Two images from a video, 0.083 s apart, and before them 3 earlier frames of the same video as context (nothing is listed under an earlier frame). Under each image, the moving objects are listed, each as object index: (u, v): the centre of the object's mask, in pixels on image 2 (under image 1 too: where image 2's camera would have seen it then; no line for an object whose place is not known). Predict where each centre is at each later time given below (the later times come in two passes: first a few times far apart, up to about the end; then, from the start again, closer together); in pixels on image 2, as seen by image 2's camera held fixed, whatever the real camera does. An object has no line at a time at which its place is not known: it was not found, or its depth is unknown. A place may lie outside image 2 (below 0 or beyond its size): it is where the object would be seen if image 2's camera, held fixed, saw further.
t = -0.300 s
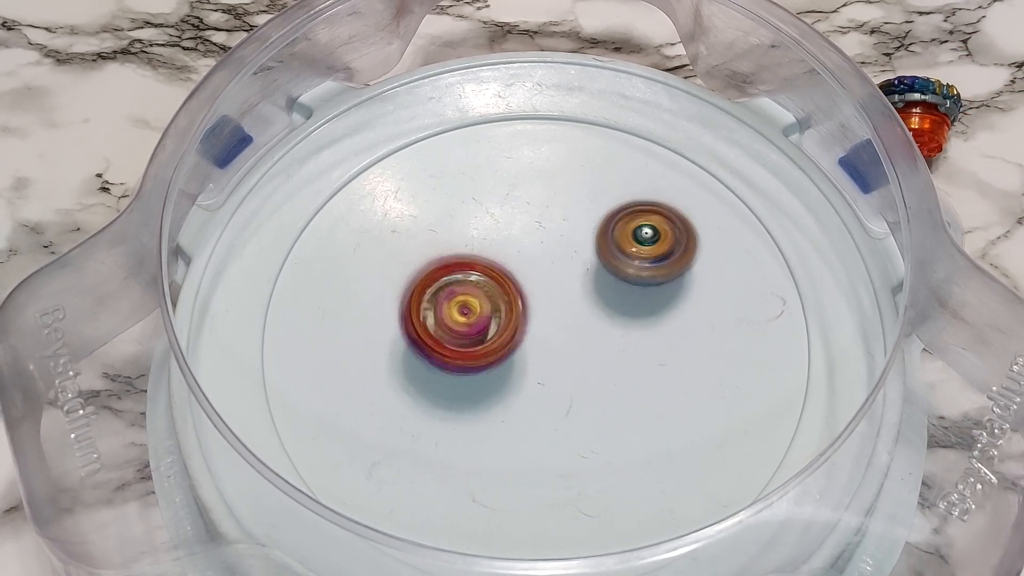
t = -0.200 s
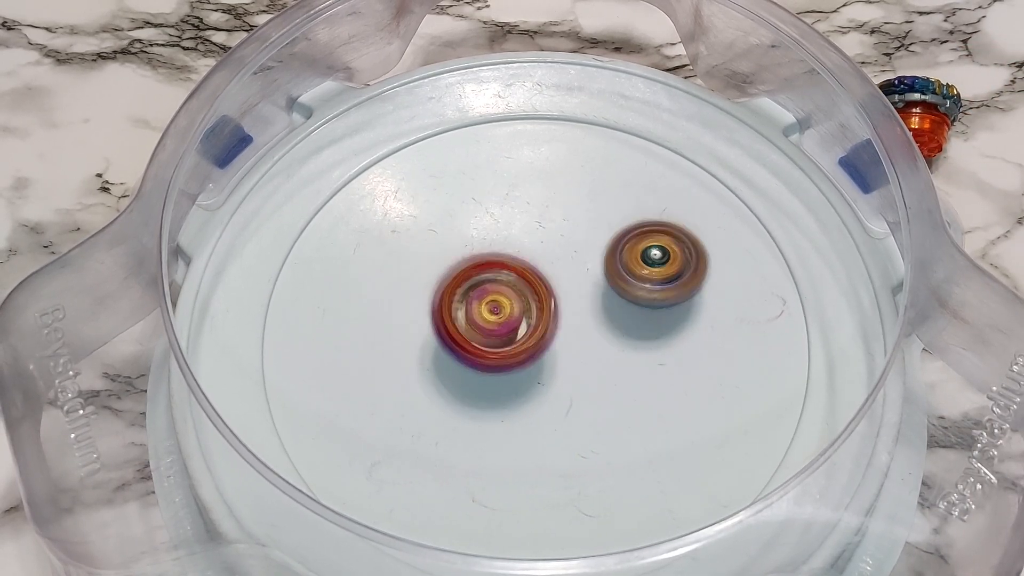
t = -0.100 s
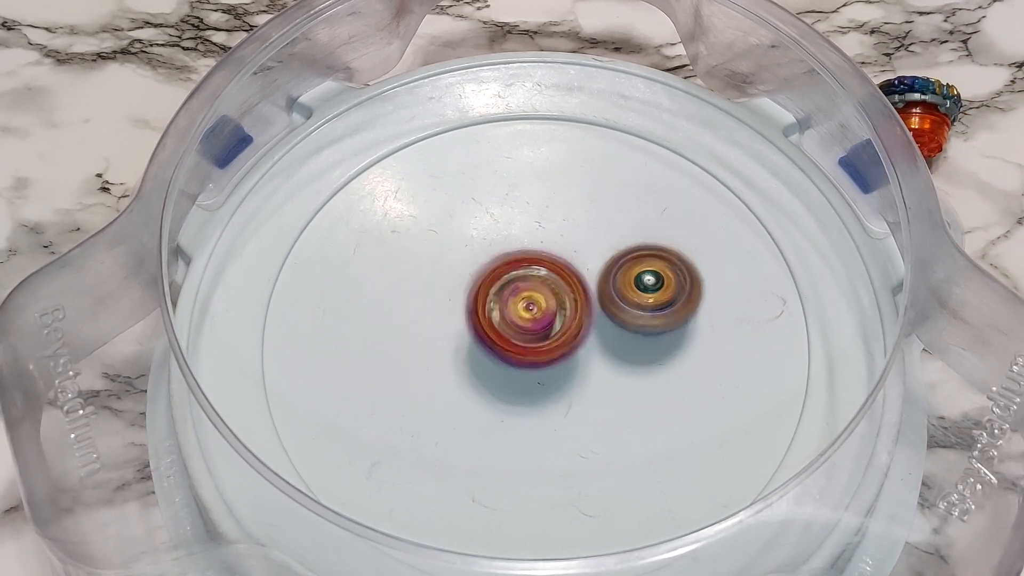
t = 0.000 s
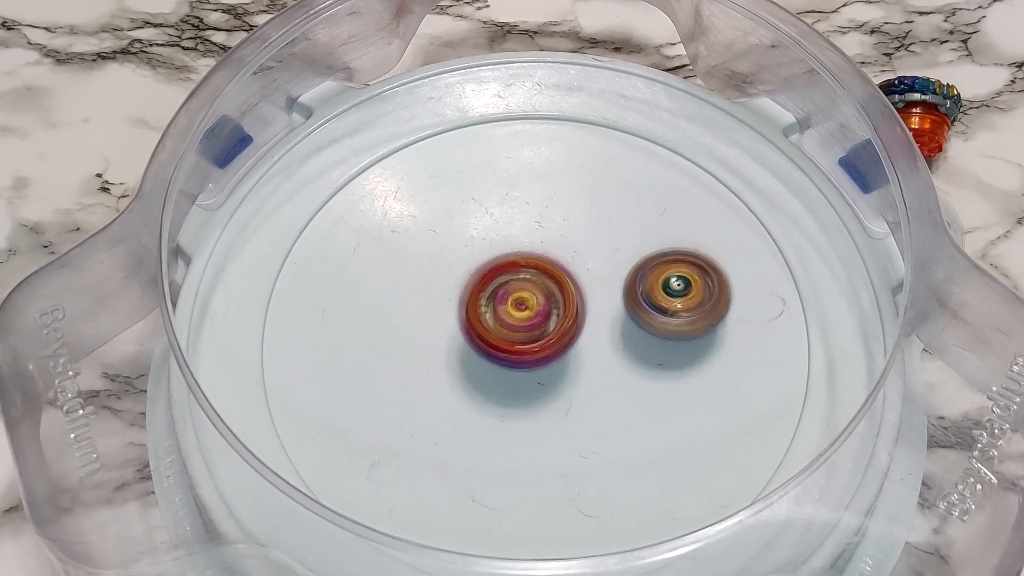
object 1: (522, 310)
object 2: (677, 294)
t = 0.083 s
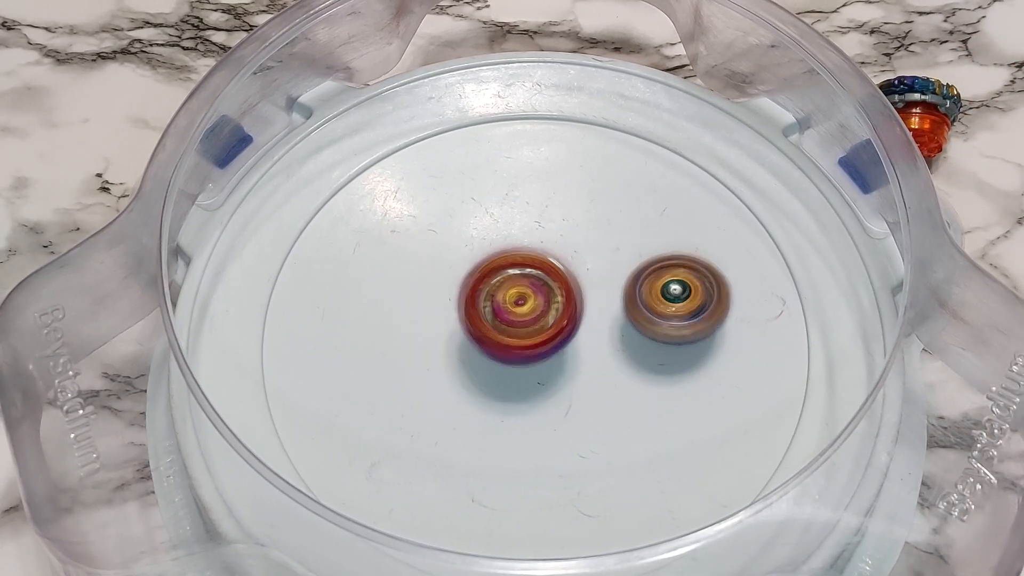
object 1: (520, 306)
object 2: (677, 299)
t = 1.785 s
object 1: (547, 258)
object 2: (587, 388)
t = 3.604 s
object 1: (563, 255)
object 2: (453, 337)
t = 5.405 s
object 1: (529, 325)
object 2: (469, 246)
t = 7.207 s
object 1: (536, 323)
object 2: (573, 235)
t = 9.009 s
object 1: (508, 308)
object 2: (628, 343)
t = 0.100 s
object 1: (520, 305)
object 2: (674, 299)
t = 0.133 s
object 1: (521, 304)
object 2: (670, 302)
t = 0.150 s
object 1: (523, 305)
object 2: (668, 303)
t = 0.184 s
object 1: (524, 305)
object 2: (662, 306)
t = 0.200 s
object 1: (525, 304)
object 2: (659, 306)
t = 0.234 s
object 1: (527, 304)
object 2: (651, 309)
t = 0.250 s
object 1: (527, 304)
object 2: (649, 310)
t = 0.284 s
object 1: (529, 304)
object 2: (643, 312)
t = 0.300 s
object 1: (527, 304)
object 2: (644, 316)
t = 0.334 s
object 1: (517, 302)
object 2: (649, 316)
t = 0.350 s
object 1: (514, 302)
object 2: (650, 316)
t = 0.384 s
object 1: (508, 302)
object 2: (648, 320)
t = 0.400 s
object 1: (505, 302)
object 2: (647, 321)
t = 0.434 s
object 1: (502, 302)
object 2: (641, 322)
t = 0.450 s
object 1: (502, 303)
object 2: (637, 324)
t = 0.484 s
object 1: (501, 302)
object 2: (631, 325)
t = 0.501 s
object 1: (501, 302)
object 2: (626, 326)
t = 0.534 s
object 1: (502, 302)
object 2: (618, 327)
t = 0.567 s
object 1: (491, 301)
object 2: (630, 329)
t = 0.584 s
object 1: (482, 300)
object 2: (635, 330)
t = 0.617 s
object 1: (470, 299)
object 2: (642, 331)
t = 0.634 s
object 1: (465, 299)
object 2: (641, 332)
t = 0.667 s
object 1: (457, 299)
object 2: (641, 334)
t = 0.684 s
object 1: (454, 298)
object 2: (639, 334)
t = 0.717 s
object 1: (450, 298)
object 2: (638, 336)
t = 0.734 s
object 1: (447, 299)
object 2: (636, 335)
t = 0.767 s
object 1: (446, 298)
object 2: (633, 337)
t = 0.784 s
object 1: (448, 298)
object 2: (633, 338)
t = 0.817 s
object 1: (450, 298)
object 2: (629, 338)
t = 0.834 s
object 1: (450, 297)
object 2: (628, 339)
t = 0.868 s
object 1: (454, 297)
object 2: (625, 340)
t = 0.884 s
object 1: (457, 298)
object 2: (623, 341)
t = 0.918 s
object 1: (462, 298)
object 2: (619, 342)
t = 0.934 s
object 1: (465, 297)
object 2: (617, 342)
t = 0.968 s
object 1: (471, 297)
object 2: (612, 343)
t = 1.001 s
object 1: (477, 296)
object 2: (606, 343)
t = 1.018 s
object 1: (478, 296)
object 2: (603, 344)
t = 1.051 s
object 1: (483, 294)
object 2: (599, 345)
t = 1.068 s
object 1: (486, 293)
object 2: (598, 346)
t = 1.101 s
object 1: (486, 287)
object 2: (603, 351)
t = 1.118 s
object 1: (482, 282)
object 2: (614, 355)
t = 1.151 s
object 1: (478, 273)
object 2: (629, 364)
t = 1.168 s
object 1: (476, 269)
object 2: (634, 367)
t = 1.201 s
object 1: (475, 261)
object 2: (637, 370)
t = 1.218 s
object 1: (475, 258)
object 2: (637, 372)
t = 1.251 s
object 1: (476, 252)
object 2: (636, 375)
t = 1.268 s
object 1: (476, 249)
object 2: (635, 377)
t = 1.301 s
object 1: (478, 244)
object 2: (634, 380)
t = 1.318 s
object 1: (480, 243)
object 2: (633, 380)
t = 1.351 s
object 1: (483, 239)
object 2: (631, 383)
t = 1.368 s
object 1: (484, 237)
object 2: (631, 383)
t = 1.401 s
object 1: (487, 234)
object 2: (629, 385)
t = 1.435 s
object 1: (491, 232)
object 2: (627, 387)
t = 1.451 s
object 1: (492, 232)
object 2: (627, 388)
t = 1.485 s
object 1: (496, 232)
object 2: (624, 389)
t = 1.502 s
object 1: (498, 232)
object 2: (622, 390)
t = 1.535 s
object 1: (501, 233)
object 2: (620, 391)
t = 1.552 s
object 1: (503, 234)
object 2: (618, 391)
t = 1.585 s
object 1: (508, 235)
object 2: (614, 392)
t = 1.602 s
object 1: (511, 236)
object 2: (613, 392)
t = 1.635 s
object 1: (517, 238)
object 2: (609, 392)
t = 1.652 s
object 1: (520, 241)
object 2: (607, 392)
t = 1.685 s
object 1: (526, 244)
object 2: (603, 391)
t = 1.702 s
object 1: (530, 246)
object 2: (600, 391)
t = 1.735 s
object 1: (536, 250)
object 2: (595, 390)
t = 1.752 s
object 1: (540, 253)
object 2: (593, 389)
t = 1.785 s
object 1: (547, 258)
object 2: (587, 388)
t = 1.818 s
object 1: (554, 264)
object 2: (583, 386)
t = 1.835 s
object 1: (558, 266)
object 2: (580, 385)
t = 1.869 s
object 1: (564, 271)
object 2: (575, 387)
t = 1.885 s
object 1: (568, 271)
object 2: (573, 392)
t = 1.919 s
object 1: (572, 270)
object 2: (568, 399)
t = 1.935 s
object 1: (574, 271)
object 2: (564, 401)
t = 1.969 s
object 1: (576, 272)
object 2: (559, 403)
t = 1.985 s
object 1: (576, 273)
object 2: (555, 403)
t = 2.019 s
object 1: (577, 275)
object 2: (549, 404)
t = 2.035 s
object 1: (578, 276)
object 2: (547, 404)
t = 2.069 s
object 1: (580, 278)
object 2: (541, 404)
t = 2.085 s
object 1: (580, 279)
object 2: (538, 405)
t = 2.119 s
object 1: (581, 282)
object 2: (533, 405)
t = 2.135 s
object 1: (581, 284)
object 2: (529, 405)
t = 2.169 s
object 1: (582, 287)
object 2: (524, 406)
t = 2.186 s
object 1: (581, 289)
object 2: (522, 405)
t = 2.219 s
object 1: (580, 294)
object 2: (517, 405)
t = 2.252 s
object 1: (579, 298)
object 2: (512, 405)
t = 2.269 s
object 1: (579, 300)
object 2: (510, 405)
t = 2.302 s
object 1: (577, 305)
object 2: (505, 403)
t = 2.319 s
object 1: (576, 307)
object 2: (503, 404)
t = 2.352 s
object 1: (574, 311)
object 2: (499, 403)
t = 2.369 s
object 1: (572, 313)
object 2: (497, 403)
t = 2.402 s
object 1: (574, 312)
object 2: (482, 409)
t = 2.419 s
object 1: (576, 310)
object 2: (479, 409)
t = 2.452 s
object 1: (577, 311)
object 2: (469, 410)
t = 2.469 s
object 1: (576, 311)
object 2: (467, 410)
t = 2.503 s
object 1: (573, 312)
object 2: (462, 409)
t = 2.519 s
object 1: (572, 313)
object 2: (459, 408)
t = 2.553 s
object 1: (568, 315)
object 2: (455, 406)
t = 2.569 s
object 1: (565, 315)
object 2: (453, 405)
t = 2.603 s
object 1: (561, 317)
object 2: (450, 402)
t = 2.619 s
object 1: (558, 318)
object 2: (449, 402)
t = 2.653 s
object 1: (553, 318)
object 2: (446, 399)
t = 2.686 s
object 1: (549, 319)
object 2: (444, 396)
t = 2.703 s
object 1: (546, 319)
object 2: (442, 395)
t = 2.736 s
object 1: (542, 319)
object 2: (440, 391)
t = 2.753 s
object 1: (540, 319)
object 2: (439, 389)
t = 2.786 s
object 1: (536, 318)
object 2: (438, 386)
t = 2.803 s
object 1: (537, 317)
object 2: (432, 389)
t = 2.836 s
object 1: (545, 310)
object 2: (416, 392)
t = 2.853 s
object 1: (547, 307)
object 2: (409, 393)
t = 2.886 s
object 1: (549, 302)
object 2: (402, 393)
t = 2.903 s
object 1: (548, 299)
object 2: (402, 392)
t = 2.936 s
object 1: (548, 295)
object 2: (402, 389)
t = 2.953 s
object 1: (547, 293)
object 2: (402, 388)
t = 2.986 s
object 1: (546, 289)
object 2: (404, 384)
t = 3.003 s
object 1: (546, 288)
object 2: (405, 381)
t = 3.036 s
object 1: (545, 284)
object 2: (407, 378)
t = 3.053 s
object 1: (545, 282)
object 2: (410, 376)
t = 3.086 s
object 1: (545, 279)
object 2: (413, 372)
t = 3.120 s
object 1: (544, 276)
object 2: (416, 369)
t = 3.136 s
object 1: (544, 275)
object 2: (417, 367)
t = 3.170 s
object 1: (545, 274)
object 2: (421, 364)
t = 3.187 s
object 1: (545, 273)
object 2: (422, 362)
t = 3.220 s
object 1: (544, 270)
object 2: (426, 359)
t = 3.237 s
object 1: (544, 269)
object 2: (429, 357)
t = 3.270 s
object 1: (544, 267)
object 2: (432, 354)
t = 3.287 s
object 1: (545, 266)
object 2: (433, 353)
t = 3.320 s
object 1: (544, 265)
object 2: (438, 349)
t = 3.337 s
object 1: (544, 265)
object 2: (440, 347)
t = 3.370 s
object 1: (544, 265)
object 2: (445, 343)
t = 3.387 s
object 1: (545, 265)
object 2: (448, 342)
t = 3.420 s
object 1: (545, 264)
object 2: (454, 339)
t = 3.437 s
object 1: (545, 264)
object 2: (455, 337)
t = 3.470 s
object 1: (549, 262)
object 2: (454, 339)
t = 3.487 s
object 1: (550, 262)
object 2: (455, 337)
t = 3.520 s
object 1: (552, 261)
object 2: (458, 335)
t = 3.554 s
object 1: (554, 261)
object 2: (461, 331)
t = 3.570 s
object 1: (555, 261)
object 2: (463, 329)
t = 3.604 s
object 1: (563, 255)
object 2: (453, 337)
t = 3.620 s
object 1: (567, 253)
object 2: (450, 338)
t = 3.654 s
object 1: (571, 251)
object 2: (446, 342)
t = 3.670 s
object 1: (573, 250)
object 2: (445, 343)
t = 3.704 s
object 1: (577, 249)
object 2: (446, 343)
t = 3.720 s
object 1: (579, 250)
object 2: (447, 341)
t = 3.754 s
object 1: (580, 250)
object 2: (449, 339)
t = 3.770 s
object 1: (580, 250)
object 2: (450, 339)
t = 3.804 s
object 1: (580, 250)
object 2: (451, 337)
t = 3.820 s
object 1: (581, 251)
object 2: (453, 335)
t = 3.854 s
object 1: (583, 253)
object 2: (454, 332)
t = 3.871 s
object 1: (583, 254)
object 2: (455, 332)
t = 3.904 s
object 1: (584, 257)
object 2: (457, 330)
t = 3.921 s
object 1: (584, 258)
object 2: (459, 328)
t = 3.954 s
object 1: (583, 261)
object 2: (462, 325)
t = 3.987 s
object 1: (582, 265)
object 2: (465, 323)
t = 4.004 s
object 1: (581, 268)
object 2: (466, 322)
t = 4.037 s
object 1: (580, 273)
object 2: (469, 320)
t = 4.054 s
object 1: (581, 275)
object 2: (468, 319)
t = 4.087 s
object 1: (584, 279)
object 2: (462, 319)
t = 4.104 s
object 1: (585, 280)
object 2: (463, 317)
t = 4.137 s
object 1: (585, 284)
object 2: (463, 315)
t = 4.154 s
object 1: (585, 287)
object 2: (463, 313)
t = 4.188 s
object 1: (586, 291)
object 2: (464, 311)
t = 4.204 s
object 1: (586, 293)
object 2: (465, 310)
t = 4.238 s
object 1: (587, 297)
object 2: (462, 308)
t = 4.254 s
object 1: (587, 301)
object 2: (459, 306)
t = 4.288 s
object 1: (588, 305)
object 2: (458, 304)
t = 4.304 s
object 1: (589, 306)
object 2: (458, 303)
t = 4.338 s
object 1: (588, 308)
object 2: (459, 301)
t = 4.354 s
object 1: (588, 310)
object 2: (458, 299)
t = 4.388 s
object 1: (586, 311)
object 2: (458, 297)
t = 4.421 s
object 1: (584, 313)
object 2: (459, 295)
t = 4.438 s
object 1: (583, 315)
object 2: (460, 294)
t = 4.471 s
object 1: (581, 317)
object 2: (461, 292)
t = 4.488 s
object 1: (579, 318)
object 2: (462, 291)
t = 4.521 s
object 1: (575, 320)
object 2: (463, 289)
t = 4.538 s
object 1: (574, 320)
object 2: (464, 288)
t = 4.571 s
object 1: (575, 324)
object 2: (460, 285)
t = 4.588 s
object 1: (576, 326)
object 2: (455, 282)
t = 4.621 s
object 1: (575, 329)
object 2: (452, 280)
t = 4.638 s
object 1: (573, 329)
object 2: (452, 280)
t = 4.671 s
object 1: (570, 331)
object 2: (453, 277)
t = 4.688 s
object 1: (568, 331)
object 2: (453, 276)
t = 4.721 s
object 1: (564, 333)
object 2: (453, 275)
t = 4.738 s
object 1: (561, 333)
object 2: (453, 274)
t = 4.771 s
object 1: (556, 333)
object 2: (453, 272)
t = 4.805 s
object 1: (552, 333)
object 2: (454, 270)
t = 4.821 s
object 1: (549, 333)
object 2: (454, 270)
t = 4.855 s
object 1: (544, 332)
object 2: (456, 269)
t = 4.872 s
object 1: (541, 331)
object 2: (456, 267)
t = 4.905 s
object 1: (538, 331)
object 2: (457, 266)
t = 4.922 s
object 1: (537, 331)
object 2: (457, 265)
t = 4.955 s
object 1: (536, 332)
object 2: (452, 261)
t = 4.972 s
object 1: (536, 332)
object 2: (451, 260)
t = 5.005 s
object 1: (534, 333)
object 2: (451, 259)
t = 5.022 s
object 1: (533, 333)
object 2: (453, 258)
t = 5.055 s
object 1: (531, 332)
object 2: (454, 258)
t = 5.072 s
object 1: (530, 330)
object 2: (453, 257)
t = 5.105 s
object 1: (528, 329)
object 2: (453, 255)
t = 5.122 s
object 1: (528, 329)
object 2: (454, 256)
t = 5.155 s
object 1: (527, 327)
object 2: (455, 255)
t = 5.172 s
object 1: (526, 327)
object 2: (455, 254)
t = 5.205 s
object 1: (524, 327)
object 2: (455, 251)
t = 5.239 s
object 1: (526, 327)
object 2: (457, 251)
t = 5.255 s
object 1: (526, 326)
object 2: (458, 250)
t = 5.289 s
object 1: (526, 325)
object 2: (460, 249)
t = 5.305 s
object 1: (526, 326)
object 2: (461, 248)
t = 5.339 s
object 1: (527, 326)
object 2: (464, 247)
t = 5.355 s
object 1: (528, 325)
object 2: (465, 247)
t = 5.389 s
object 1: (529, 324)
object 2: (468, 246)
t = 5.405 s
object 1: (529, 325)
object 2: (469, 246)
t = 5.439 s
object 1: (531, 324)
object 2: (472, 245)
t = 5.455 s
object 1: (535, 328)
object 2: (470, 242)
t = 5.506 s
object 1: (544, 338)
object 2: (464, 224)
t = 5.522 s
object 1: (549, 340)
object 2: (463, 223)
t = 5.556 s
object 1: (553, 342)
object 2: (464, 222)
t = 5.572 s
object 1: (555, 343)
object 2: (466, 222)
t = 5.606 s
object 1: (556, 343)
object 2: (468, 221)
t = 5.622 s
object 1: (558, 344)
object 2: (469, 220)
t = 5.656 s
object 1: (559, 344)
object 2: (472, 219)
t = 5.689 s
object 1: (557, 342)
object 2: (474, 218)
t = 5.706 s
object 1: (557, 342)
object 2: (474, 218)
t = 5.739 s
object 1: (558, 341)
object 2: (476, 218)
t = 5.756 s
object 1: (558, 339)
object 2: (478, 219)
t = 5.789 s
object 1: (558, 337)
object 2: (480, 219)
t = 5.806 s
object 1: (560, 336)
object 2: (481, 218)
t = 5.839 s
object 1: (561, 336)
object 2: (484, 220)
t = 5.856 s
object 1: (561, 335)
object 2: (484, 220)
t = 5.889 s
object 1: (561, 335)
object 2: (487, 221)
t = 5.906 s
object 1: (562, 335)
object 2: (488, 223)
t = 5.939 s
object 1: (561, 334)
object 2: (490, 225)
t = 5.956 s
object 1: (560, 334)
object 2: (493, 226)
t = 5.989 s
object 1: (560, 333)
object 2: (495, 228)
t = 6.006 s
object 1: (558, 333)
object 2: (496, 229)
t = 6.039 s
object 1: (556, 331)
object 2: (500, 230)
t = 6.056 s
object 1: (555, 331)
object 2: (501, 232)
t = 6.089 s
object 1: (554, 329)
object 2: (504, 234)
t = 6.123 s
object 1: (552, 327)
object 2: (508, 236)
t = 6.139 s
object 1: (552, 326)
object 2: (510, 237)
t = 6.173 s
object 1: (551, 324)
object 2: (513, 238)
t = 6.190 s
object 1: (551, 327)
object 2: (515, 238)
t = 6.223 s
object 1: (552, 331)
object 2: (514, 230)
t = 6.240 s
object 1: (550, 330)
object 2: (514, 229)
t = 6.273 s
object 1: (550, 330)
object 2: (516, 230)
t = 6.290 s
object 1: (551, 330)
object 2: (519, 230)
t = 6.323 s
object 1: (551, 330)
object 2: (523, 230)
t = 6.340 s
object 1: (551, 330)
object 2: (524, 229)
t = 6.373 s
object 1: (551, 328)
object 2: (528, 230)
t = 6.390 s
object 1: (551, 328)
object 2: (529, 229)
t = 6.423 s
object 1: (551, 327)
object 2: (533, 229)
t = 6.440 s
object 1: (550, 327)
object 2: (534, 229)
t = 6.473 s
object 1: (551, 325)
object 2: (537, 229)
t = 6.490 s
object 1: (550, 325)
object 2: (539, 229)
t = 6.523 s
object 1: (550, 324)
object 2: (542, 229)
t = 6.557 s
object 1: (551, 324)
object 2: (545, 229)
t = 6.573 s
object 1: (549, 323)
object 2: (547, 229)
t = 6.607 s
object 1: (549, 322)
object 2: (549, 228)
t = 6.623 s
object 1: (549, 322)
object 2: (550, 229)
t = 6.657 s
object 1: (548, 321)
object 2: (552, 228)
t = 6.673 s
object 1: (547, 325)
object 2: (553, 225)
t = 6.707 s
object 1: (544, 329)
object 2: (556, 218)
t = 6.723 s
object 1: (542, 331)
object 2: (558, 216)
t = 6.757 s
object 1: (542, 328)
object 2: (559, 215)
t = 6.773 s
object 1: (542, 330)
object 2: (560, 215)
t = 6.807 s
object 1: (541, 330)
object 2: (563, 215)
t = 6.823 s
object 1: (542, 329)
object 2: (563, 215)
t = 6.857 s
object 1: (541, 331)
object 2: (564, 214)
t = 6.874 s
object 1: (540, 331)
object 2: (565, 214)
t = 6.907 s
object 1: (540, 330)
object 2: (566, 214)
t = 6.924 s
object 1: (540, 330)
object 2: (567, 214)
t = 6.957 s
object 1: (539, 329)
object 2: (567, 216)
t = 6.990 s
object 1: (539, 329)
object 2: (568, 217)
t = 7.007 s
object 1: (538, 328)
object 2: (568, 219)
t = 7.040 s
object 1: (538, 326)
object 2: (568, 222)
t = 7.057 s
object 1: (537, 325)
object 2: (568, 223)
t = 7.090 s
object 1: (537, 325)
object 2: (569, 225)
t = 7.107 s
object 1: (536, 324)
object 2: (569, 228)
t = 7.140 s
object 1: (537, 321)
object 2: (570, 229)
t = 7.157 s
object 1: (538, 322)
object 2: (570, 231)
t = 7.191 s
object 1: (537, 323)
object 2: (571, 235)
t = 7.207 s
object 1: (536, 323)
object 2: (573, 235)
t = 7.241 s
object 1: (531, 324)
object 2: (574, 237)
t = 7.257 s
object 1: (531, 323)
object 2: (575, 238)
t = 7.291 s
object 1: (527, 324)
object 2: (578, 240)
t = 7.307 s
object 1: (527, 324)
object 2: (580, 241)
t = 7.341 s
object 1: (525, 326)
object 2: (583, 242)
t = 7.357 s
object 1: (525, 326)
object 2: (583, 242)
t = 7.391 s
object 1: (524, 327)
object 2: (586, 245)
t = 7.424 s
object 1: (522, 328)
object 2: (588, 249)
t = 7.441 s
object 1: (522, 327)
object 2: (589, 249)
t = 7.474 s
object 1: (520, 329)
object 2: (591, 252)
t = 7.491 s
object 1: (520, 328)
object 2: (592, 254)
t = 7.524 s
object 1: (518, 329)
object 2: (594, 256)
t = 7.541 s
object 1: (517, 329)
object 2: (595, 257)
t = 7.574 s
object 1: (516, 327)
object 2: (598, 259)
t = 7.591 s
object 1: (516, 327)
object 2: (599, 260)
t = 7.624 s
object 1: (515, 325)
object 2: (601, 262)
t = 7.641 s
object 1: (515, 325)
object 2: (602, 263)
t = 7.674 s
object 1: (515, 325)
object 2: (605, 265)
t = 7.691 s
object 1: (514, 323)
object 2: (605, 266)
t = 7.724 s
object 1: (513, 322)
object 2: (608, 267)
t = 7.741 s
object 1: (514, 321)
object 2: (609, 268)
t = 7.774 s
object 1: (513, 320)
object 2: (613, 268)
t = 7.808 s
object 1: (513, 318)
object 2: (613, 269)
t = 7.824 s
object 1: (513, 318)
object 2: (614, 271)
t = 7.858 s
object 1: (514, 317)
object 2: (616, 272)
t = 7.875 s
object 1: (513, 316)
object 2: (617, 273)
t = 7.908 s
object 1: (514, 315)
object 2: (619, 274)
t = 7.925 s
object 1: (515, 313)
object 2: (620, 274)
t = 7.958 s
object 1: (514, 311)
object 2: (623, 276)
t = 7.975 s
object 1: (511, 310)
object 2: (628, 275)
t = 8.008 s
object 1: (508, 307)
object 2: (632, 274)
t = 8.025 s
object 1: (507, 306)
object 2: (633, 274)
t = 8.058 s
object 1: (507, 303)
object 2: (634, 276)
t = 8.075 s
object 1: (508, 303)
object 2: (636, 276)
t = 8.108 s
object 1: (507, 301)
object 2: (637, 277)
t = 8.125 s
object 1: (507, 302)
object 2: (638, 277)
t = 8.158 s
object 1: (506, 301)
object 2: (638, 278)
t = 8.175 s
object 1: (507, 300)
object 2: (638, 279)
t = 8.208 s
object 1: (507, 299)
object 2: (639, 280)
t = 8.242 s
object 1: (508, 299)
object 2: (638, 282)
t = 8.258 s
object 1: (508, 298)
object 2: (637, 283)
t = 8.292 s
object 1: (509, 298)
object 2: (636, 285)
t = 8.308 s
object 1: (510, 298)
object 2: (635, 286)
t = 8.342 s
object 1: (512, 297)
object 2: (633, 288)
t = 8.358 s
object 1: (513, 297)
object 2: (633, 289)
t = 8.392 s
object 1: (514, 296)
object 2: (631, 292)
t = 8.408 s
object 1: (514, 296)
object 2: (632, 292)
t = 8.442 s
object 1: (512, 295)
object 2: (633, 293)
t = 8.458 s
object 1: (513, 296)
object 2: (632, 294)
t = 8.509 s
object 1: (511, 294)
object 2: (635, 297)
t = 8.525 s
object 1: (512, 295)
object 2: (636, 298)
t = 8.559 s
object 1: (511, 296)
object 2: (634, 302)
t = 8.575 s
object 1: (510, 297)
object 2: (634, 303)
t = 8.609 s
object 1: (509, 297)
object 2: (634, 307)
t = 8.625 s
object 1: (509, 298)
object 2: (634, 308)
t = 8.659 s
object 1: (509, 299)
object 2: (633, 310)
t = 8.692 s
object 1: (508, 302)
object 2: (632, 314)
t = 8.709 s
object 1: (507, 302)
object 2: (631, 315)
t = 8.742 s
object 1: (507, 303)
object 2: (631, 318)
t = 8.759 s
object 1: (507, 304)
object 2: (630, 320)
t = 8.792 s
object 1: (508, 306)
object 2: (629, 323)
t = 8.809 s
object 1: (507, 306)
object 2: (629, 325)
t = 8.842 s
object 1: (507, 307)
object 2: (629, 328)
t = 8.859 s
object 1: (507, 307)
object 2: (628, 329)
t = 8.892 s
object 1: (507, 306)
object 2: (629, 333)
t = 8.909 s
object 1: (507, 306)
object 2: (630, 335)
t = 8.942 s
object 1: (509, 307)
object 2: (629, 338)
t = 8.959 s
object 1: (508, 308)
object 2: (628, 339)
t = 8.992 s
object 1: (508, 307)
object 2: (628, 342)
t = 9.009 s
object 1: (508, 308)
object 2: (628, 343)
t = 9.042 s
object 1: (510, 308)
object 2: (627, 346)
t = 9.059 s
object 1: (510, 308)
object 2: (626, 347)
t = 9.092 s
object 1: (509, 307)
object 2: (629, 352)
